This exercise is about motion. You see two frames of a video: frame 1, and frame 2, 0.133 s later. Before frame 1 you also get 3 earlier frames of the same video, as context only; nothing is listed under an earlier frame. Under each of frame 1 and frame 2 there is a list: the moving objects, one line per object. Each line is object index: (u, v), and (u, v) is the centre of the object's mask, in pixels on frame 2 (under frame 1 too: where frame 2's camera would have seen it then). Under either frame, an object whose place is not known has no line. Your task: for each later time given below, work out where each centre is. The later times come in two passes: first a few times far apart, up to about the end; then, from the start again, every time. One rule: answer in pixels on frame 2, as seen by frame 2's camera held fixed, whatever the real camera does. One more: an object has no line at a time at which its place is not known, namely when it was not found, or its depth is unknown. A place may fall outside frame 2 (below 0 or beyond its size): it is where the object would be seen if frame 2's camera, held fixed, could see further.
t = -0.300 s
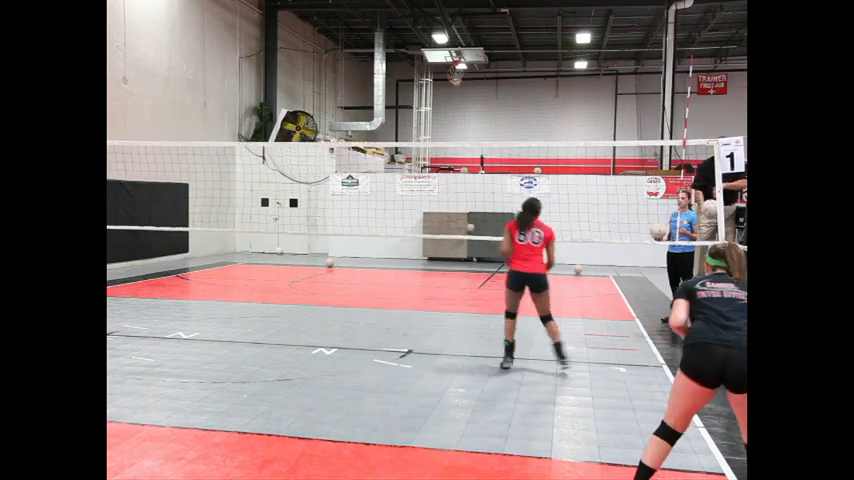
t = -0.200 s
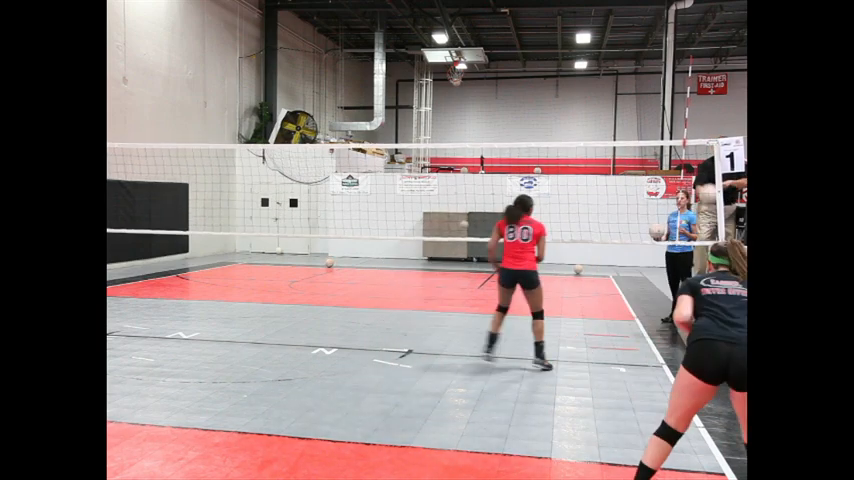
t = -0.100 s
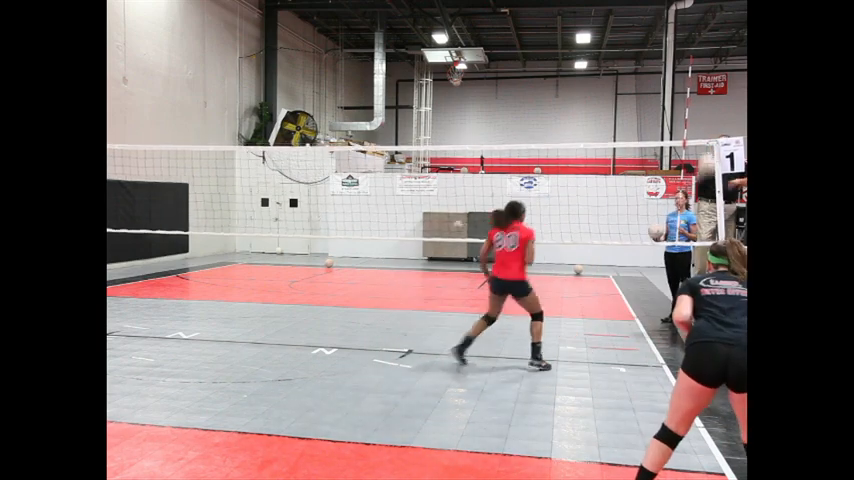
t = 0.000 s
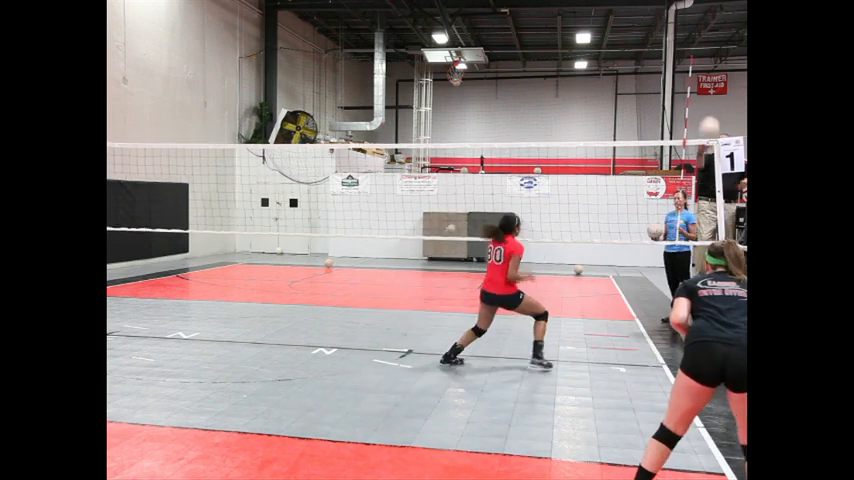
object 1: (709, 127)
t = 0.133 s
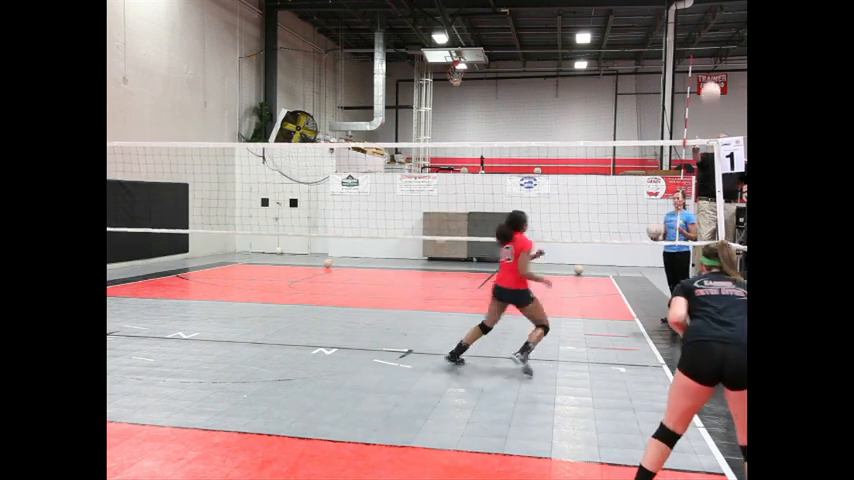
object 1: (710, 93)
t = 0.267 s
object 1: (711, 71)
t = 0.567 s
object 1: (709, 81)
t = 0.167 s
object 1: (710, 85)
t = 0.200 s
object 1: (711, 81)
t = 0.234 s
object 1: (711, 74)
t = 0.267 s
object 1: (711, 71)
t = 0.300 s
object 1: (711, 69)
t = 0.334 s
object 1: (711, 68)
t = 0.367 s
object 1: (711, 67)
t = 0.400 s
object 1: (711, 67)
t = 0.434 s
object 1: (710, 68)
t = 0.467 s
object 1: (710, 70)
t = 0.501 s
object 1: (710, 73)
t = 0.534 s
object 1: (710, 77)
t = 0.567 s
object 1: (709, 81)
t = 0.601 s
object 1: (710, 87)
